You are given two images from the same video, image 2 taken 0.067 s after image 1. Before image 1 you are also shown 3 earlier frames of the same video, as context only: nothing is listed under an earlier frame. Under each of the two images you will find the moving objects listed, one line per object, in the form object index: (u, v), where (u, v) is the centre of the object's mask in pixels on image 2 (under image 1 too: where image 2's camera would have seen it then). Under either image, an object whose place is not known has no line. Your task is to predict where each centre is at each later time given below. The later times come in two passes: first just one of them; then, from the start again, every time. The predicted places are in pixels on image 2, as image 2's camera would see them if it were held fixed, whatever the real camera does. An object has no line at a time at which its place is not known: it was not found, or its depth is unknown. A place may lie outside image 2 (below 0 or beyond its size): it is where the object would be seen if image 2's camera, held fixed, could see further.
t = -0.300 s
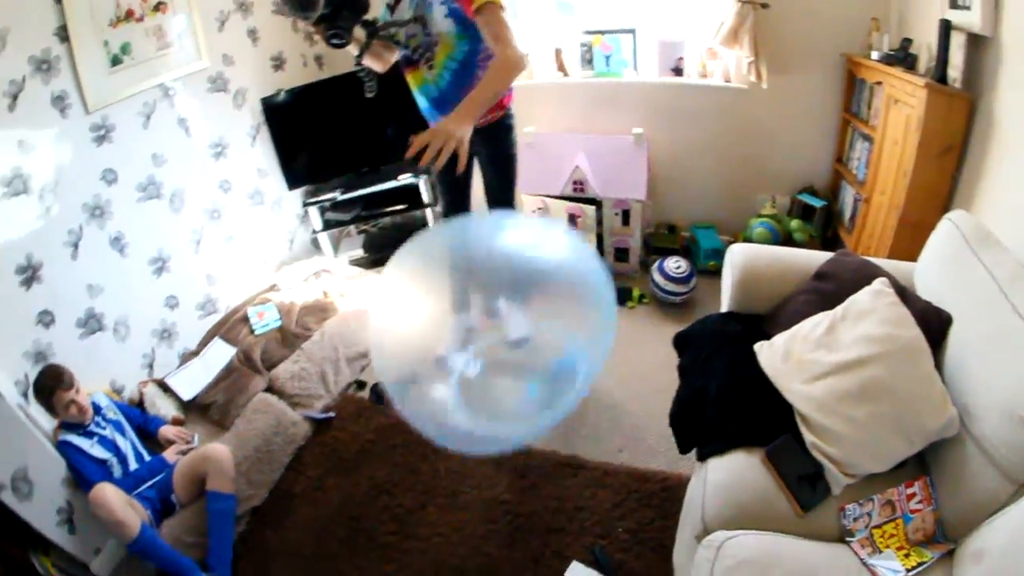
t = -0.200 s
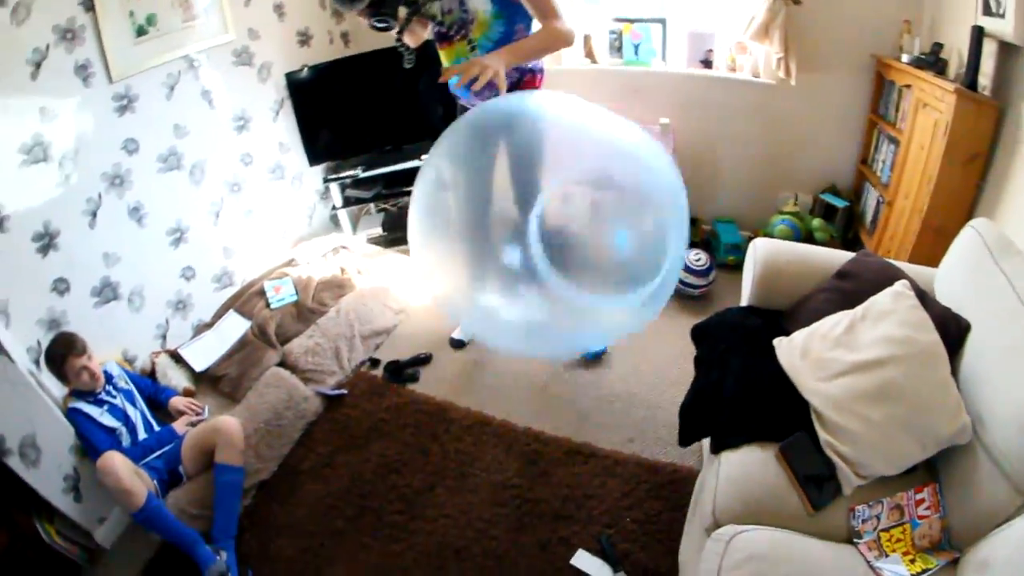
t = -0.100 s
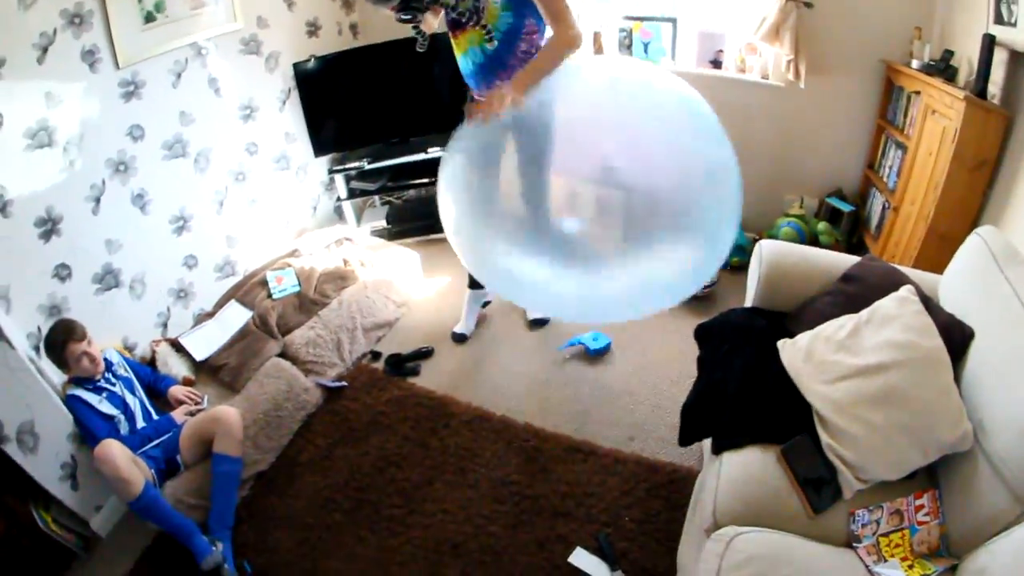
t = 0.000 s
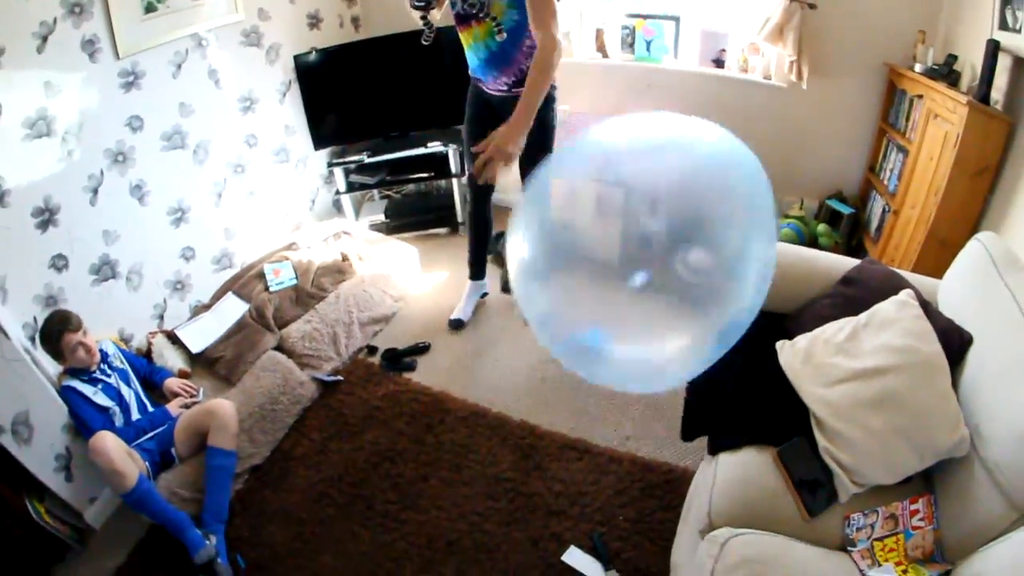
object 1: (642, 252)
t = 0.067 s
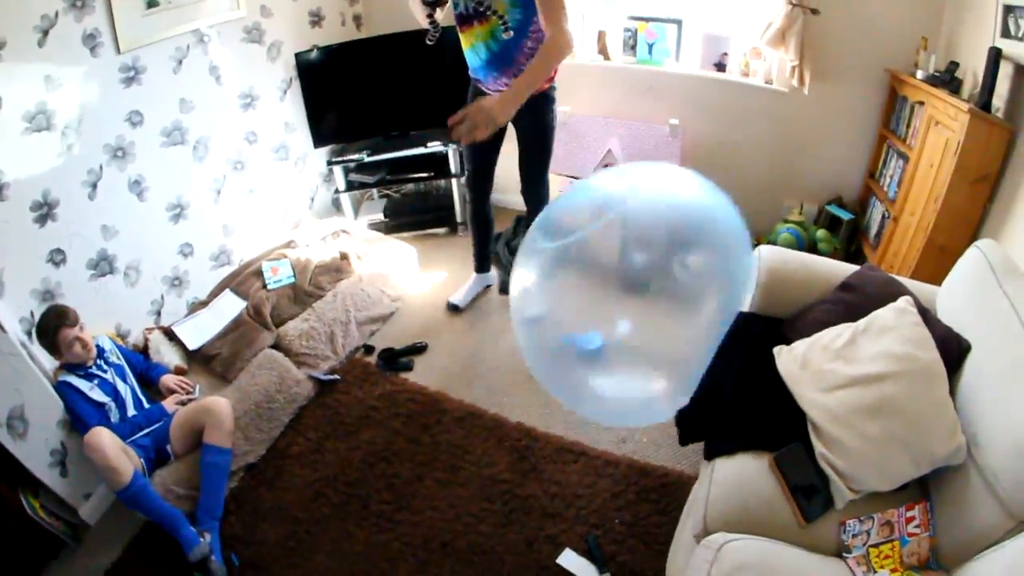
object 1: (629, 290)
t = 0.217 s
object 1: (575, 266)
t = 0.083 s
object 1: (621, 297)
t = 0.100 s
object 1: (612, 303)
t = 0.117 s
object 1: (606, 304)
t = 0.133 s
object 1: (600, 302)
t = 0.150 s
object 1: (595, 298)
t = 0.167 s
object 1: (592, 292)
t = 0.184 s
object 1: (587, 285)
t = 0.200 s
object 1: (580, 276)
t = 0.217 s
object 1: (575, 266)
